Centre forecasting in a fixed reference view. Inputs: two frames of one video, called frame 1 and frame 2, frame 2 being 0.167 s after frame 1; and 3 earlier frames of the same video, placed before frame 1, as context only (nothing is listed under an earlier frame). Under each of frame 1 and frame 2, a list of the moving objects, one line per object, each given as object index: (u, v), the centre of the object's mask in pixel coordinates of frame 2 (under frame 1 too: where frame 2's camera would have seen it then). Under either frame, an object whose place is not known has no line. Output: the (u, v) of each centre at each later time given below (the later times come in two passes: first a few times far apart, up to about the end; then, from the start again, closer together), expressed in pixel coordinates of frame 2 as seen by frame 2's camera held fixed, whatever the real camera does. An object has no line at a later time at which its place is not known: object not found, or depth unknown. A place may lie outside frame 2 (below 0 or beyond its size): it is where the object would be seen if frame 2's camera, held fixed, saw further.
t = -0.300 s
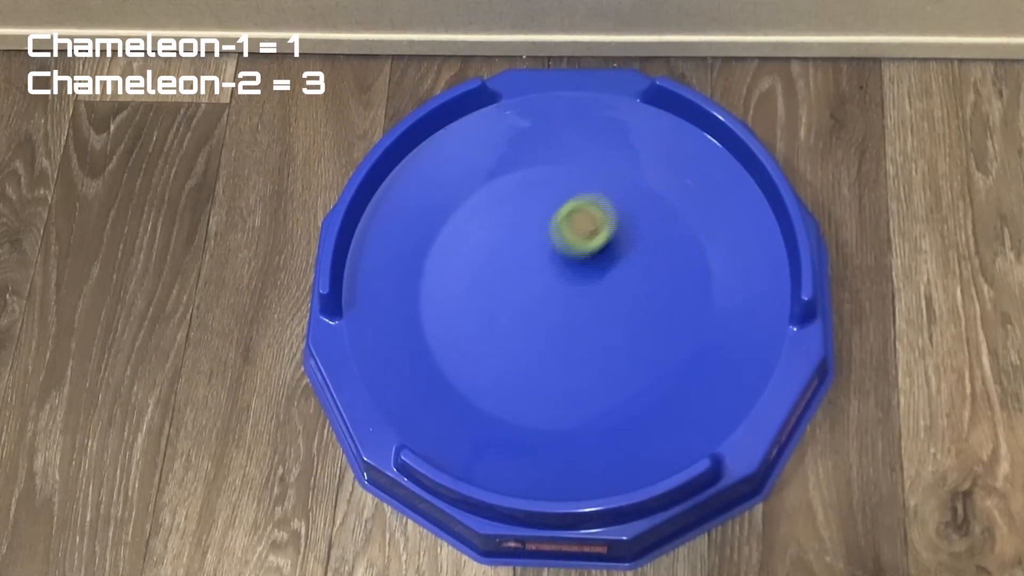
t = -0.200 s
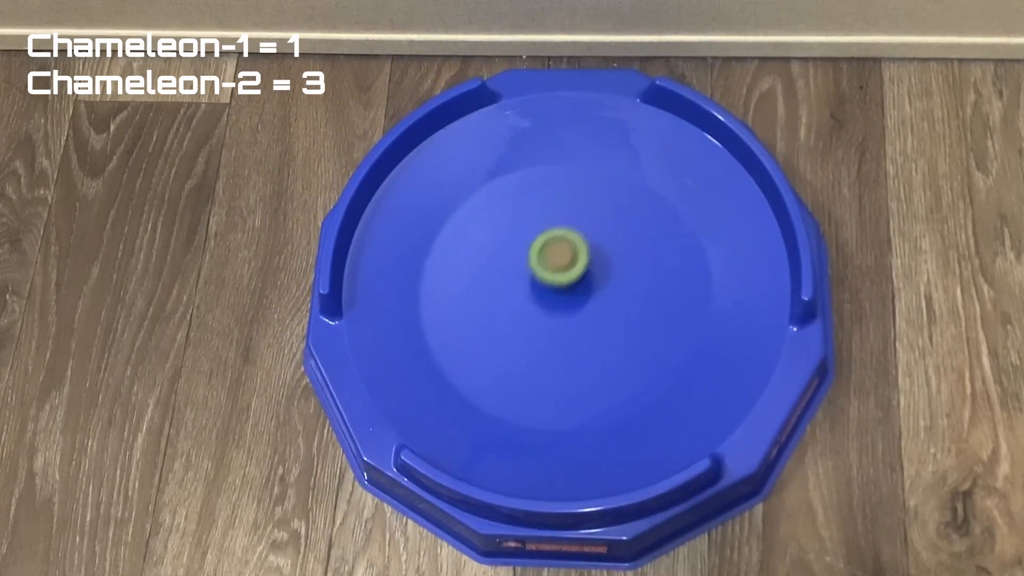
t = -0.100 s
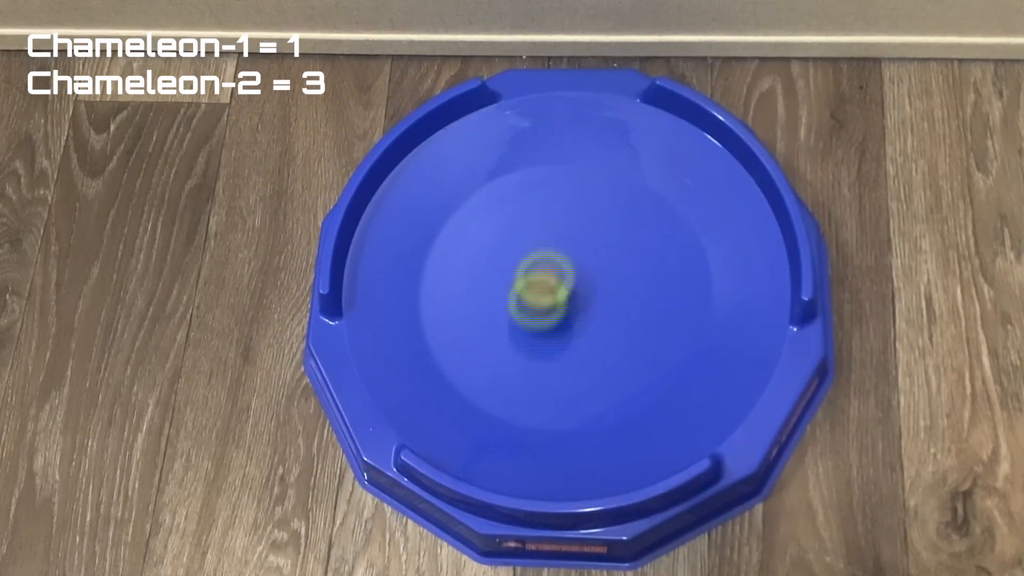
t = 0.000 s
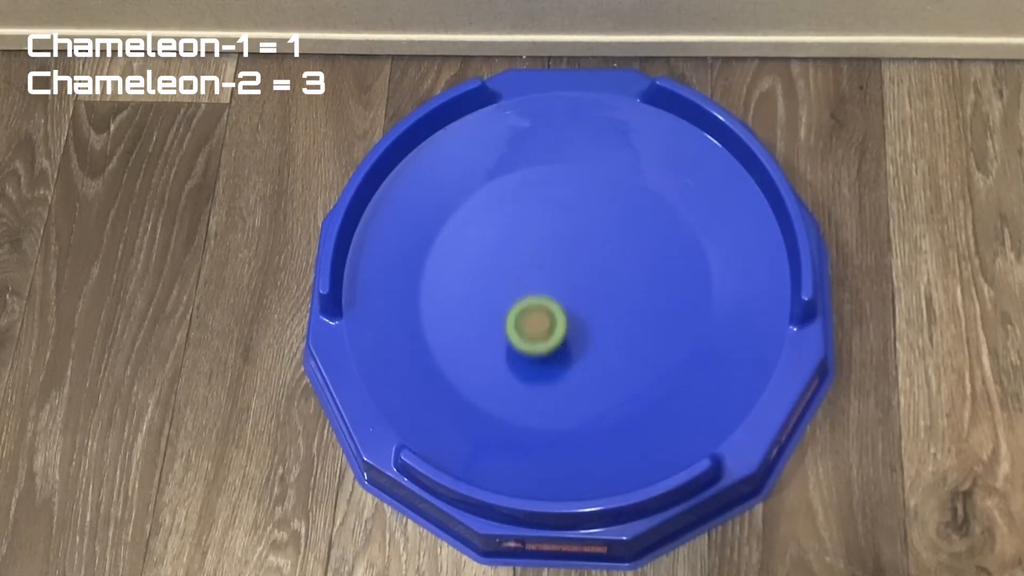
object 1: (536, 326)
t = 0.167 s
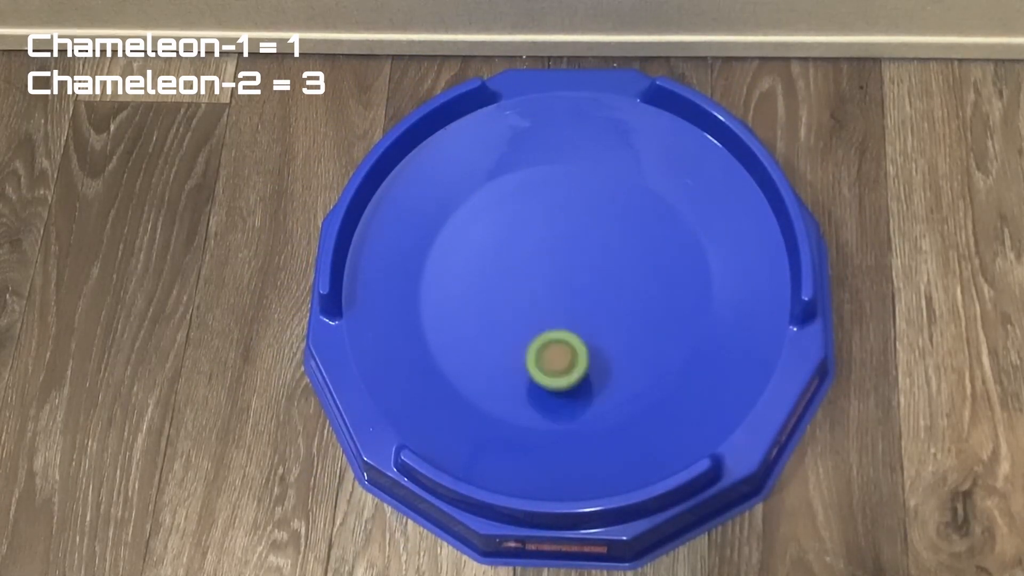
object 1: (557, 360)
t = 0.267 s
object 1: (568, 363)
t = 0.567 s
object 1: (574, 340)
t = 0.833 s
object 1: (565, 309)
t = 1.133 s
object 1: (536, 271)
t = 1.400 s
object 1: (524, 260)
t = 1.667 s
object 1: (524, 259)
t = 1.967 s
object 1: (537, 260)
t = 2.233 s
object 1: (568, 272)
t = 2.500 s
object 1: (596, 281)
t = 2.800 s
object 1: (598, 284)
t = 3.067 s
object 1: (587, 283)
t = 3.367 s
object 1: (556, 292)
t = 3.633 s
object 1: (529, 303)
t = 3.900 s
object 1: (526, 302)
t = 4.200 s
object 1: (533, 295)
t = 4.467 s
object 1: (545, 274)
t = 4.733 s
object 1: (555, 255)
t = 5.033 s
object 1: (561, 253)
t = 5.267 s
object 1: (563, 262)
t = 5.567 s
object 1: (567, 282)
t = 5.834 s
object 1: (568, 298)
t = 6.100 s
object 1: (564, 305)
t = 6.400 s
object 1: (554, 299)
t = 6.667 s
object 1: (546, 289)
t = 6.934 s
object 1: (537, 277)
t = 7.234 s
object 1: (535, 273)
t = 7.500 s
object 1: (543, 268)
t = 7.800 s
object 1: (560, 269)
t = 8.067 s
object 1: (573, 272)
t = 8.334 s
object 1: (579, 272)
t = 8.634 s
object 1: (565, 278)
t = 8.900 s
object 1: (552, 289)
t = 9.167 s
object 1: (547, 293)
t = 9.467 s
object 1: (543, 290)
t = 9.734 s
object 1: (544, 285)
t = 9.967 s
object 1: (550, 281)
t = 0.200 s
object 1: (559, 361)
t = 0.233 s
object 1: (564, 362)
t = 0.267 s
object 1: (568, 363)
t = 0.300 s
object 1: (570, 362)
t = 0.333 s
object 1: (571, 360)
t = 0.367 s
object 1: (571, 359)
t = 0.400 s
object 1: (573, 355)
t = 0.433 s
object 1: (573, 353)
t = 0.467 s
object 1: (574, 350)
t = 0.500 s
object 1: (574, 347)
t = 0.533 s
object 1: (574, 345)
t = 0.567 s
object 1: (574, 340)
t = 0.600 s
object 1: (574, 337)
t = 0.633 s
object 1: (573, 333)
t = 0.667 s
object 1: (573, 330)
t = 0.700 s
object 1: (572, 328)
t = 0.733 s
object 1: (570, 323)
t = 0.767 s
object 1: (569, 319)
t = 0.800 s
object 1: (567, 315)
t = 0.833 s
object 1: (565, 309)
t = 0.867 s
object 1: (563, 307)
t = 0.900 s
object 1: (559, 299)
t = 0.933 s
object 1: (556, 294)
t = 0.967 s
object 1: (553, 289)
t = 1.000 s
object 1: (550, 285)
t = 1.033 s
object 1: (548, 283)
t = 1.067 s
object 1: (543, 277)
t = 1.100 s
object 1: (540, 274)
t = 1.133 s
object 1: (536, 271)
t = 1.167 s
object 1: (534, 269)
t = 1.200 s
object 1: (532, 268)
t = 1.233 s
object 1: (530, 265)
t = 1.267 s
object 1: (528, 264)
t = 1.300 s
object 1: (527, 263)
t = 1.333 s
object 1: (525, 261)
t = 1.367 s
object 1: (525, 261)
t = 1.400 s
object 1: (524, 260)
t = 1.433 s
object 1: (524, 260)
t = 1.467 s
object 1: (524, 260)
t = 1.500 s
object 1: (524, 259)
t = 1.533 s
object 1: (524, 259)
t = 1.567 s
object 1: (524, 259)
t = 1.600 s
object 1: (524, 259)
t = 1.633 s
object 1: (524, 259)
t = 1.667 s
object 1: (524, 259)
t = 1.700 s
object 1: (524, 259)
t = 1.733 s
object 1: (525, 258)
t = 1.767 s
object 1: (526, 258)
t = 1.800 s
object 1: (527, 258)
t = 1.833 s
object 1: (529, 258)
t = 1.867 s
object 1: (529, 258)
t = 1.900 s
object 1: (532, 258)
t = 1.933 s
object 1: (534, 259)
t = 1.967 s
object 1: (537, 260)
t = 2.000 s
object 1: (540, 261)
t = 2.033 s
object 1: (542, 261)
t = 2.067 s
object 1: (548, 264)
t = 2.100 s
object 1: (552, 266)
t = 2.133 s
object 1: (556, 268)
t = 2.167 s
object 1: (560, 269)
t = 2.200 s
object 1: (562, 270)
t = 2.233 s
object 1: (568, 272)
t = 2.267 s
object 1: (573, 274)
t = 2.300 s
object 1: (577, 275)
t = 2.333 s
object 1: (581, 276)
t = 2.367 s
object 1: (583, 276)
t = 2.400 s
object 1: (588, 278)
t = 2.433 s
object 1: (591, 279)
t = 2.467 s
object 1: (594, 280)
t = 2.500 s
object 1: (596, 281)
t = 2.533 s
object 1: (597, 282)
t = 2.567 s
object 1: (599, 283)
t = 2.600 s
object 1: (600, 284)
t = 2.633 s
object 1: (600, 285)
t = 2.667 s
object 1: (601, 285)
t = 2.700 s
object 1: (600, 285)
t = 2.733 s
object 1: (600, 285)
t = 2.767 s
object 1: (599, 285)
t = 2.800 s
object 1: (598, 284)
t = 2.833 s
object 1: (597, 284)
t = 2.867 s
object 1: (597, 284)
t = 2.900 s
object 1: (595, 284)
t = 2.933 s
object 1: (594, 283)
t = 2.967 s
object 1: (593, 283)
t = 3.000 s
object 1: (591, 283)
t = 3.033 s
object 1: (590, 283)
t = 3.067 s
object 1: (587, 283)
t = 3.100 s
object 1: (584, 284)
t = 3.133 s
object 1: (581, 285)
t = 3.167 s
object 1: (578, 285)
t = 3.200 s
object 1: (576, 285)
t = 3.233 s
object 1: (570, 287)
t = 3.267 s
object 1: (567, 289)
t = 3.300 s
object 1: (562, 290)
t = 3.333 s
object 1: (558, 291)
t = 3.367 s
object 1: (556, 292)
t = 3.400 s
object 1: (551, 294)
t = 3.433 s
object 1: (547, 297)
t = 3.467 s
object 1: (543, 298)
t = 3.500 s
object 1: (540, 299)
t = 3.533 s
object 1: (538, 300)
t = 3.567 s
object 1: (534, 301)
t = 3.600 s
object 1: (531, 302)
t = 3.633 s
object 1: (529, 303)
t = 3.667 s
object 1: (527, 303)
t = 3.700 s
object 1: (527, 303)
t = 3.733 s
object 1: (526, 303)
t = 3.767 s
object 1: (525, 303)
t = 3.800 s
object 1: (525, 303)
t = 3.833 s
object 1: (525, 303)
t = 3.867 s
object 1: (525, 303)
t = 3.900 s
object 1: (526, 302)
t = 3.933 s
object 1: (527, 301)
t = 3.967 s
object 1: (528, 301)
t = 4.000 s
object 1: (528, 300)
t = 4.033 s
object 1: (529, 300)
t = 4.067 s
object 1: (530, 299)
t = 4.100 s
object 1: (530, 298)
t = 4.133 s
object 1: (531, 297)
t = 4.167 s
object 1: (532, 296)
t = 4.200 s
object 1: (533, 295)
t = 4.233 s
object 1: (535, 292)
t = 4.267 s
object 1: (536, 291)
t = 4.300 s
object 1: (538, 288)
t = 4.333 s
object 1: (539, 286)
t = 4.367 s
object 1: (540, 284)
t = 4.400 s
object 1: (542, 280)
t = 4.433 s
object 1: (544, 277)
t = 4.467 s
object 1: (545, 274)
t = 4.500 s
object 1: (546, 271)
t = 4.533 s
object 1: (547, 269)
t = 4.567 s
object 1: (549, 265)
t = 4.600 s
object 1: (550, 263)
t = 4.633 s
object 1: (551, 261)
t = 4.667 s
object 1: (552, 259)
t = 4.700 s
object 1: (553, 258)
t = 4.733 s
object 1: (555, 255)
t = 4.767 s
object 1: (556, 253)
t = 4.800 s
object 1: (557, 252)
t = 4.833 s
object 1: (558, 252)
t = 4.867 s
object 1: (558, 251)
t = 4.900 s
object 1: (559, 251)
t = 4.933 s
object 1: (560, 251)
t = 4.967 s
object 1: (561, 252)
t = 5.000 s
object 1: (561, 252)
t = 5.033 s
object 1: (561, 253)
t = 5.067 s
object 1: (562, 254)
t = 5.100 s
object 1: (562, 255)
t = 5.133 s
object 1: (562, 256)
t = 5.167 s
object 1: (562, 257)
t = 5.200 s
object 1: (562, 259)
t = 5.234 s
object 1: (562, 260)
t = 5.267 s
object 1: (563, 262)
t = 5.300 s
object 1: (563, 263)
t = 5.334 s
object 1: (563, 264)
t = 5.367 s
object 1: (564, 267)
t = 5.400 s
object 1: (565, 269)
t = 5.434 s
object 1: (565, 272)
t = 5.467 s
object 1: (566, 274)
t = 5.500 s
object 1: (567, 275)
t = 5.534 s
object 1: (567, 279)
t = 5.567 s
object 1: (567, 282)
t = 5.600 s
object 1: (568, 284)
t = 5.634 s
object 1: (568, 286)
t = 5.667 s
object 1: (568, 287)
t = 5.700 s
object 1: (568, 290)
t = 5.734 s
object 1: (568, 293)
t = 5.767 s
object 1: (568, 295)
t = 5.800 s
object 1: (569, 297)
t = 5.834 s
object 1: (568, 298)
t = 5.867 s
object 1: (568, 299)
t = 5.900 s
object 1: (568, 301)
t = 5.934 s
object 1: (567, 302)
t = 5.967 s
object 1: (567, 303)
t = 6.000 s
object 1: (567, 303)
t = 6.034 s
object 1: (565, 304)
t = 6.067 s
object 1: (565, 305)
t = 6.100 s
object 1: (564, 305)
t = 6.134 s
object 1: (563, 305)
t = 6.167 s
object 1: (563, 305)
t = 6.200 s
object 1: (561, 304)
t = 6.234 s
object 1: (560, 304)
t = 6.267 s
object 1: (559, 303)
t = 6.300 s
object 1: (558, 302)
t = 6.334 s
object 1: (558, 301)
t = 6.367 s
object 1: (556, 300)
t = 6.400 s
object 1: (554, 299)
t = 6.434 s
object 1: (553, 298)
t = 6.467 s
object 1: (552, 296)
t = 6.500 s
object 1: (552, 296)
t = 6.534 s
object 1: (550, 293)
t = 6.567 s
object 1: (549, 292)
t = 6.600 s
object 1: (548, 291)
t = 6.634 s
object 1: (547, 290)
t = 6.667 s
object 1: (546, 289)
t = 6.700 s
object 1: (544, 287)
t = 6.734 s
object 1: (542, 286)
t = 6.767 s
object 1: (541, 284)
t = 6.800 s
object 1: (539, 283)
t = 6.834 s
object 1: (539, 282)
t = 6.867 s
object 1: (538, 279)
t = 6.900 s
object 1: (537, 279)
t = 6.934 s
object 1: (537, 277)
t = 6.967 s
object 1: (536, 277)
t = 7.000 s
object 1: (536, 276)
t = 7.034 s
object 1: (535, 275)
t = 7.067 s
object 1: (535, 275)
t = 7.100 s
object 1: (535, 274)
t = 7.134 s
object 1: (534, 274)
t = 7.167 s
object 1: (534, 274)
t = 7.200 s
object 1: (535, 273)
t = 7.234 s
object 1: (535, 273)
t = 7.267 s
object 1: (535, 272)
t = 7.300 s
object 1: (536, 271)
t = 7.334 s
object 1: (537, 271)
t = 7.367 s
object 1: (538, 270)
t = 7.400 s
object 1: (539, 269)
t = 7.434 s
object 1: (541, 269)
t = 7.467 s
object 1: (542, 268)
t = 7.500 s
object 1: (543, 268)
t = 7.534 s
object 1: (545, 268)
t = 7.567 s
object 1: (548, 268)
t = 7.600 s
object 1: (549, 268)
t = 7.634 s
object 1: (551, 268)
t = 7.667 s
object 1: (552, 268)
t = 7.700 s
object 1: (554, 268)
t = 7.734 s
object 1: (556, 269)
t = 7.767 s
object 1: (558, 269)
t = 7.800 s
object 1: (560, 269)
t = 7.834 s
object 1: (561, 269)
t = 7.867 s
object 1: (564, 270)
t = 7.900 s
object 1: (566, 270)
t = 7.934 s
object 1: (567, 270)
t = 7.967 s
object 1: (568, 271)
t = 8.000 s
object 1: (569, 271)
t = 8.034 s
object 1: (571, 272)
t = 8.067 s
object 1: (573, 272)
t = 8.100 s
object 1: (574, 272)
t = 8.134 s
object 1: (575, 272)
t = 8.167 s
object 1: (576, 272)
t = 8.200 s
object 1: (578, 272)
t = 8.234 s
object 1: (579, 272)
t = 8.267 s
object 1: (579, 272)
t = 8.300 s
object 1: (579, 272)
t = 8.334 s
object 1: (579, 272)
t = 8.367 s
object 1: (579, 272)
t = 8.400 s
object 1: (578, 272)
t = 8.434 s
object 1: (576, 273)
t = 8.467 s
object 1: (576, 273)
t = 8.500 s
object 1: (575, 273)
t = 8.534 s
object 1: (572, 274)
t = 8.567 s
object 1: (570, 275)
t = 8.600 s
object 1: (568, 276)
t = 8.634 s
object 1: (565, 278)
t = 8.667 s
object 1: (564, 278)
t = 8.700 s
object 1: (561, 280)
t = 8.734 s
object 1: (559, 282)
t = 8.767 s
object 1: (557, 283)
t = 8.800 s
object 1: (555, 284)
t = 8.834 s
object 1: (555, 285)
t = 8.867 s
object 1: (553, 287)
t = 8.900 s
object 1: (552, 289)
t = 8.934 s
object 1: (551, 290)
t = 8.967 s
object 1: (550, 291)
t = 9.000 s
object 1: (549, 292)
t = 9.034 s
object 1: (548, 292)
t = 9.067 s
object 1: (548, 293)
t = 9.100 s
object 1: (548, 293)
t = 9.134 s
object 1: (547, 293)
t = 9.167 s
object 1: (547, 293)
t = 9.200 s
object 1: (545, 293)
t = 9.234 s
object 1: (544, 293)
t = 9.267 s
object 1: (543, 293)
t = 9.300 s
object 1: (543, 293)
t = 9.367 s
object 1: (542, 292)
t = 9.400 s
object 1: (543, 291)
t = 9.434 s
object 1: (543, 290)
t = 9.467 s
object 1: (543, 290)
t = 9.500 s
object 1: (543, 289)
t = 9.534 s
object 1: (543, 288)
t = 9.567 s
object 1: (543, 288)
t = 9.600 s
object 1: (543, 287)
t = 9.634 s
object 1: (543, 286)
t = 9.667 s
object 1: (543, 286)
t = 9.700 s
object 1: (543, 285)
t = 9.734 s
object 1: (544, 285)
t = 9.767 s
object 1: (544, 284)
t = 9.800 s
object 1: (545, 283)
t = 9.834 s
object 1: (545, 283)
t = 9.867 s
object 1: (547, 282)
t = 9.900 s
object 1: (548, 282)
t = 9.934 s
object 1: (549, 281)
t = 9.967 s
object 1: (550, 281)
